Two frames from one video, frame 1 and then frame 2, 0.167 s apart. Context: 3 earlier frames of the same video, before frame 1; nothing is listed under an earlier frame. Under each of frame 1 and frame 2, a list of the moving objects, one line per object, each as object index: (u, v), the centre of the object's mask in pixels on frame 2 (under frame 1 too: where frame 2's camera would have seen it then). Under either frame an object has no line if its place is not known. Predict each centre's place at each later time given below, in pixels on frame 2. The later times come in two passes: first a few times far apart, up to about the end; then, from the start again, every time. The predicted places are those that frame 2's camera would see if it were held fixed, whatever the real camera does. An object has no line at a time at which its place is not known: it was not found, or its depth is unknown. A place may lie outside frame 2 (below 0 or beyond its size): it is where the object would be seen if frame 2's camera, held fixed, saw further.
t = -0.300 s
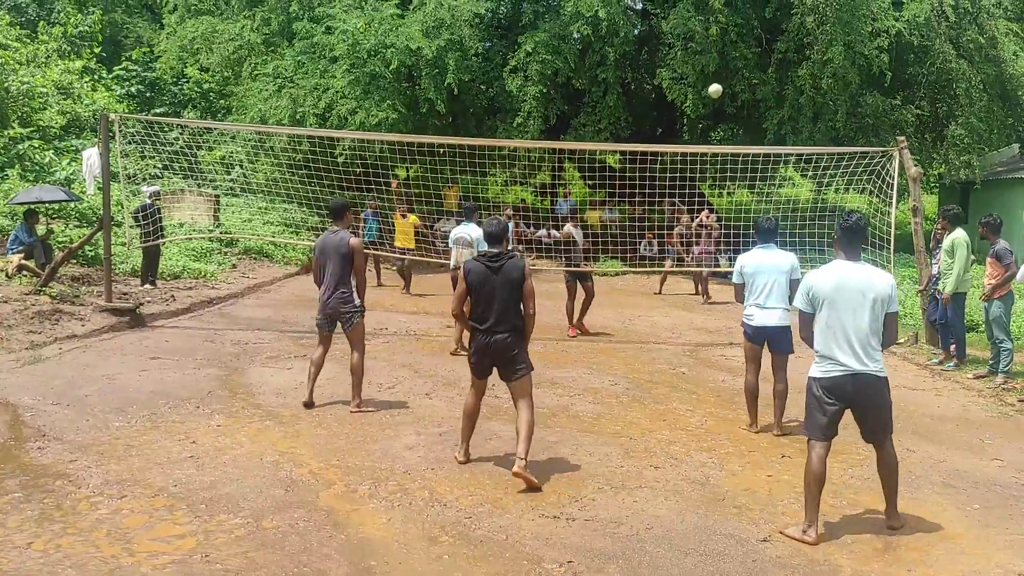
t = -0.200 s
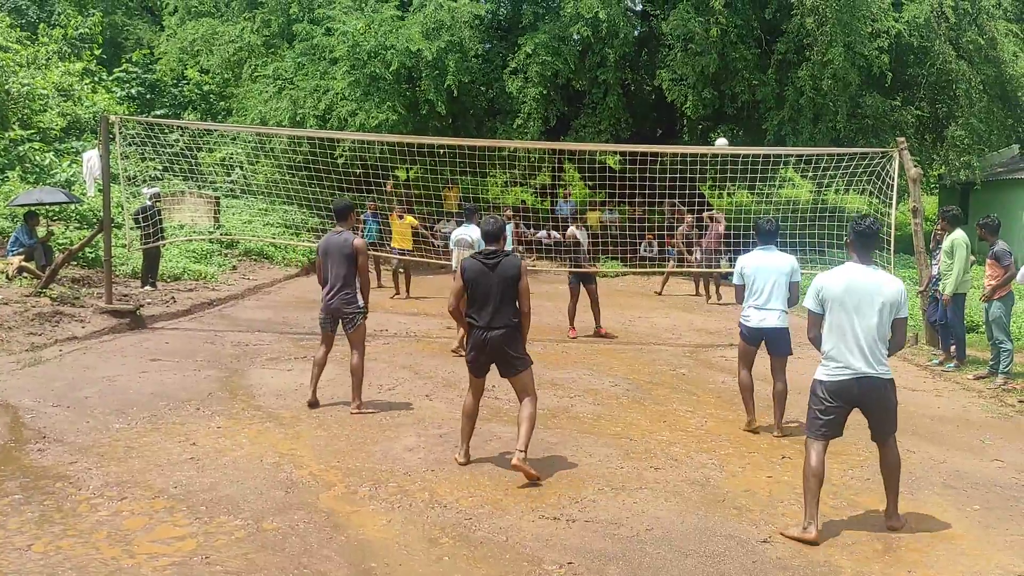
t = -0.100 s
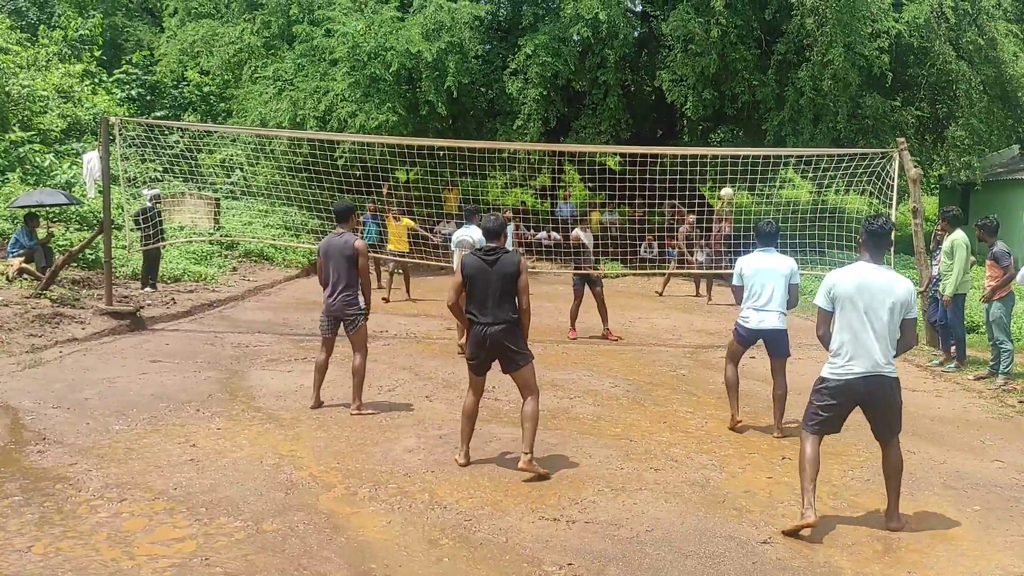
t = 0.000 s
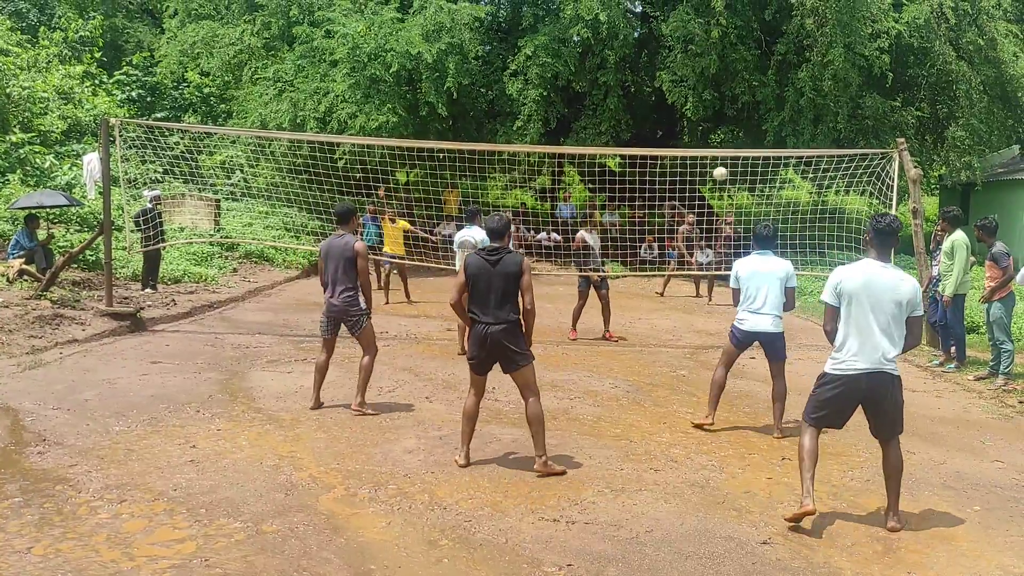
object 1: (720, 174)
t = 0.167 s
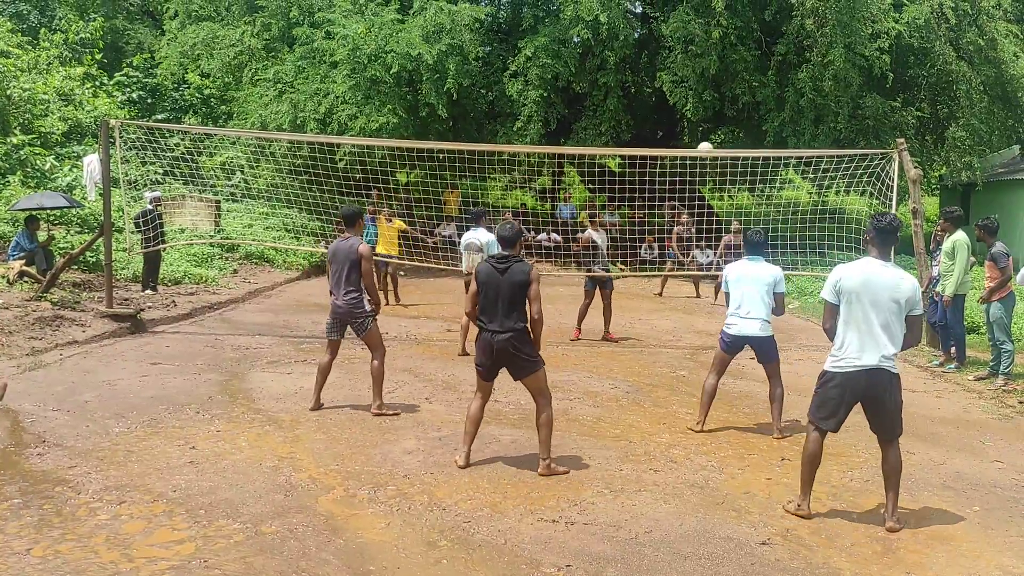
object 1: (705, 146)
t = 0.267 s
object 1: (693, 141)
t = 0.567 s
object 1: (648, 160)
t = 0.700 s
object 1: (617, 201)
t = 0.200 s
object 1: (701, 144)
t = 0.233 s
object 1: (697, 142)
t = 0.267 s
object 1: (693, 141)
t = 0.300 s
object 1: (690, 140)
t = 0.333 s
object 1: (685, 140)
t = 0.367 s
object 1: (680, 140)
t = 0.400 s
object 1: (675, 142)
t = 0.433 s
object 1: (670, 143)
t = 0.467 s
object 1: (665, 146)
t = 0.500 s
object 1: (659, 150)
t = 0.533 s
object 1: (654, 154)
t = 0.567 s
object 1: (648, 160)
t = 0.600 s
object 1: (641, 167)
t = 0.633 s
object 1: (633, 176)
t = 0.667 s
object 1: (626, 188)
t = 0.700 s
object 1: (617, 201)
